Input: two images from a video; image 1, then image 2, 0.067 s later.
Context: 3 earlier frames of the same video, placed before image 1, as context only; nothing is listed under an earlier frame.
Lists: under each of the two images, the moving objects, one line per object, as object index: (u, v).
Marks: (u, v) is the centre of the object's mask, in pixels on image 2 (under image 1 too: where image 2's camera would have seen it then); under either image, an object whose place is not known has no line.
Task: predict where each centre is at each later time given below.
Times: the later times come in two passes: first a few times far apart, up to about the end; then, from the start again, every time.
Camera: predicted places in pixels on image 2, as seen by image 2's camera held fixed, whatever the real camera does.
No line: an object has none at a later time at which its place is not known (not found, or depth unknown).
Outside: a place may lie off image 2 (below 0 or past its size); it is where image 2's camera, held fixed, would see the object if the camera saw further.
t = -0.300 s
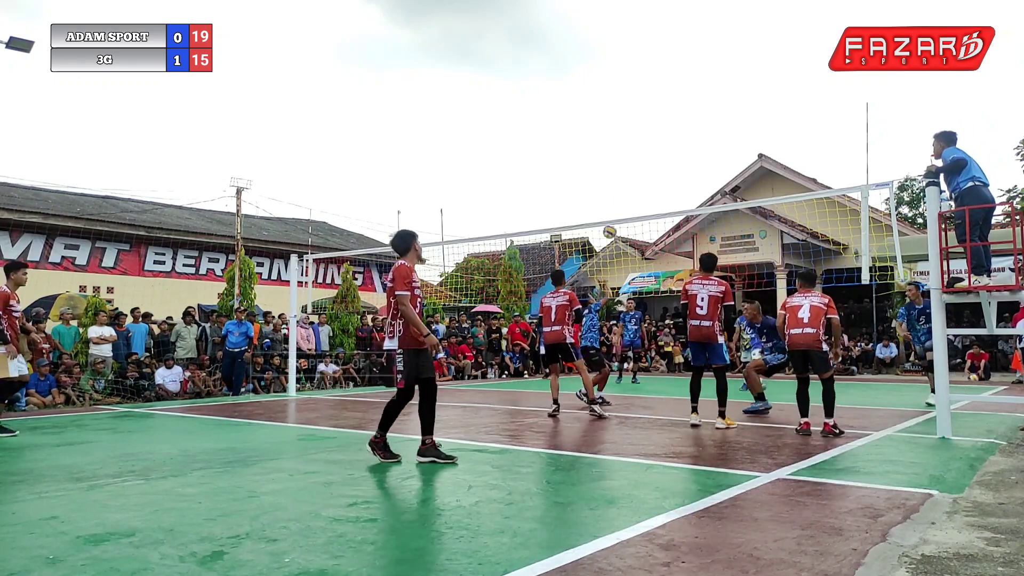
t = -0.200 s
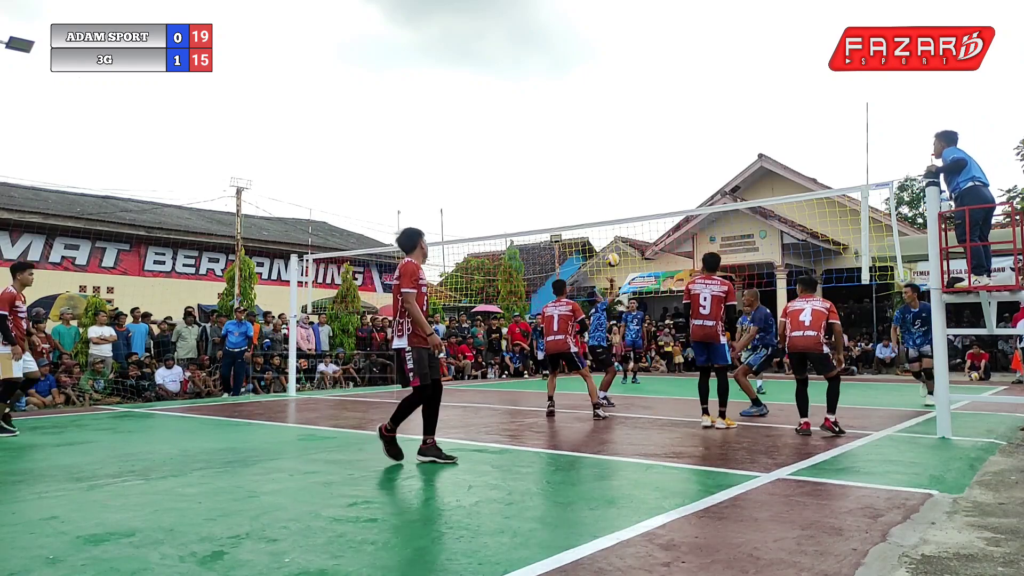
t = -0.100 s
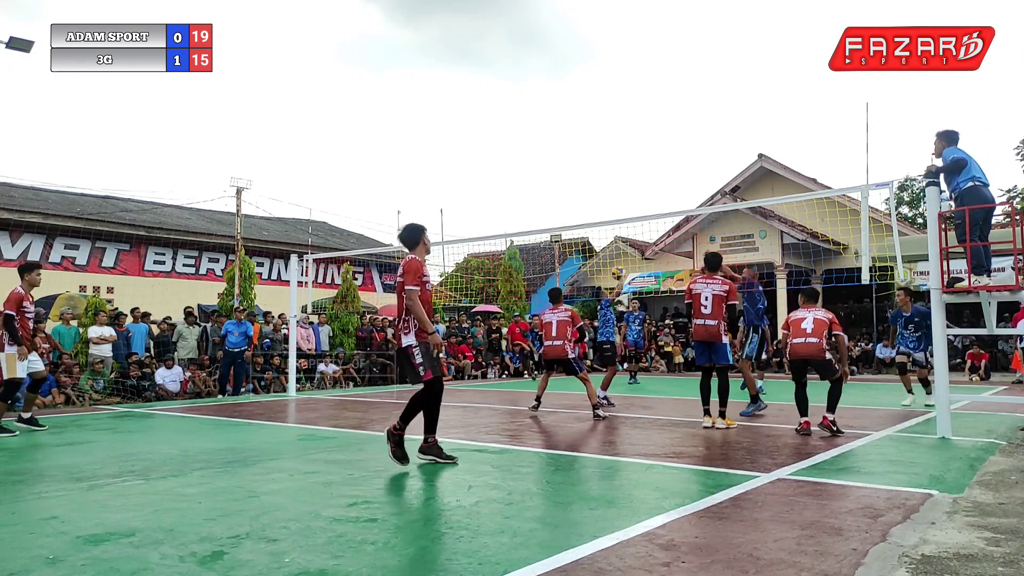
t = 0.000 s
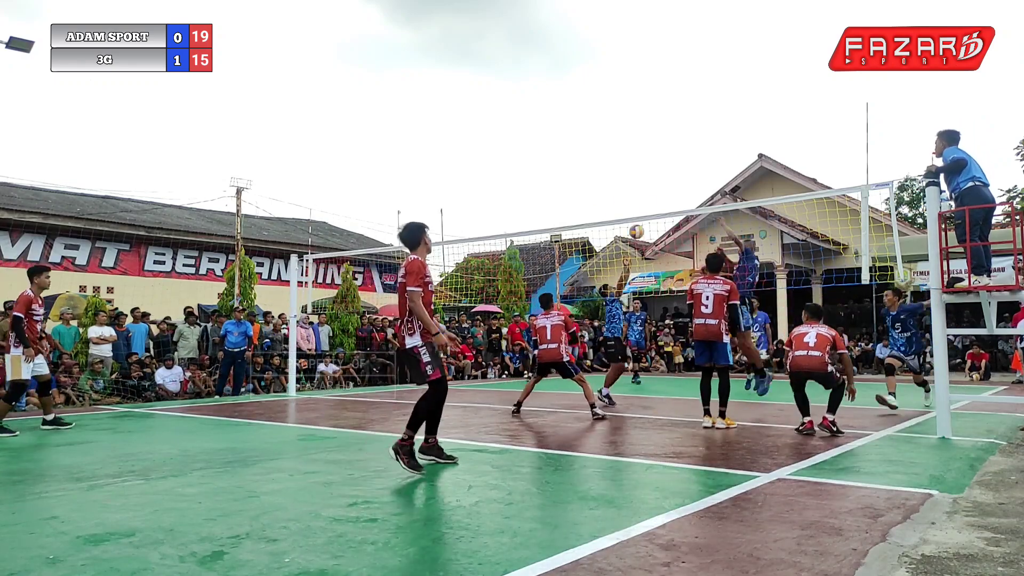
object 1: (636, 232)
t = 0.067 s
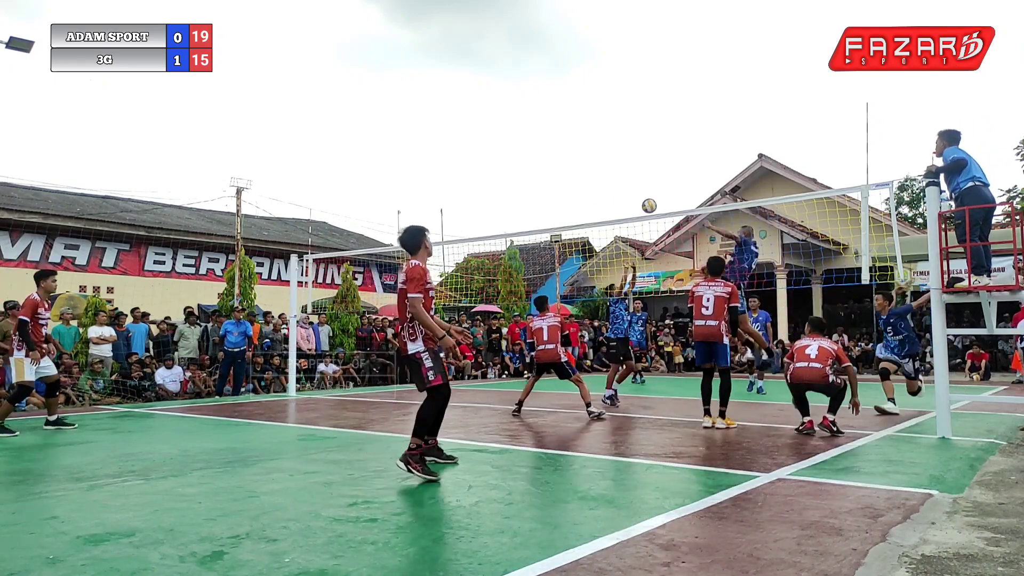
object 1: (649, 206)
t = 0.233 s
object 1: (682, 154)
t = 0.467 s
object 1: (733, 111)
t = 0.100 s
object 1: (655, 194)
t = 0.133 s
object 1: (662, 183)
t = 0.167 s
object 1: (668, 172)
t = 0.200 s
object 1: (675, 163)
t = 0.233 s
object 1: (682, 154)
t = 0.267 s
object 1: (689, 146)
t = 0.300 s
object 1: (695, 138)
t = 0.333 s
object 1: (706, 129)
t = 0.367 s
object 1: (713, 123)
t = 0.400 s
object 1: (719, 118)
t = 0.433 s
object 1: (727, 114)
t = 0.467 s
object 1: (733, 111)
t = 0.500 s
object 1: (741, 108)
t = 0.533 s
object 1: (748, 107)
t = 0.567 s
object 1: (755, 106)
